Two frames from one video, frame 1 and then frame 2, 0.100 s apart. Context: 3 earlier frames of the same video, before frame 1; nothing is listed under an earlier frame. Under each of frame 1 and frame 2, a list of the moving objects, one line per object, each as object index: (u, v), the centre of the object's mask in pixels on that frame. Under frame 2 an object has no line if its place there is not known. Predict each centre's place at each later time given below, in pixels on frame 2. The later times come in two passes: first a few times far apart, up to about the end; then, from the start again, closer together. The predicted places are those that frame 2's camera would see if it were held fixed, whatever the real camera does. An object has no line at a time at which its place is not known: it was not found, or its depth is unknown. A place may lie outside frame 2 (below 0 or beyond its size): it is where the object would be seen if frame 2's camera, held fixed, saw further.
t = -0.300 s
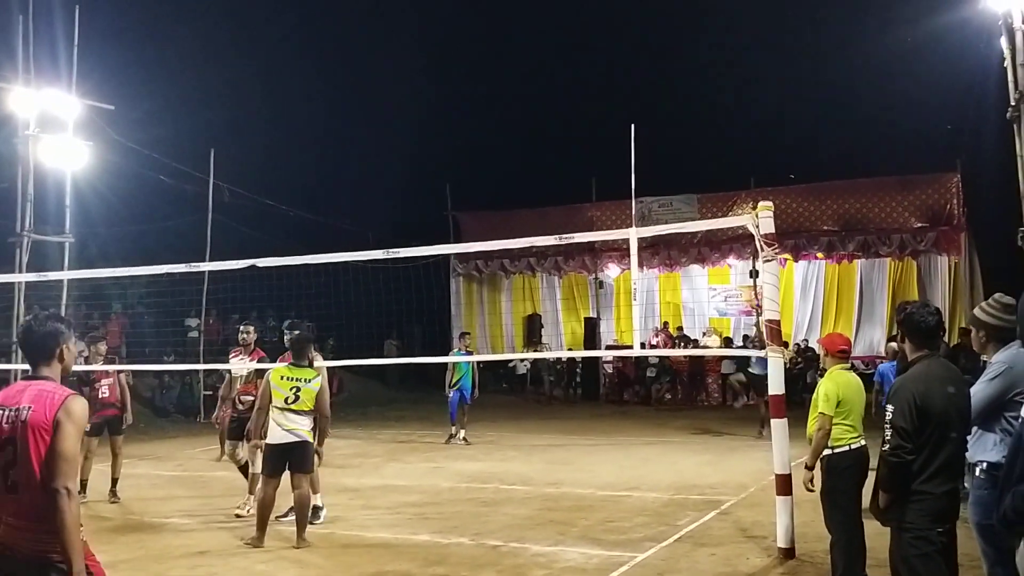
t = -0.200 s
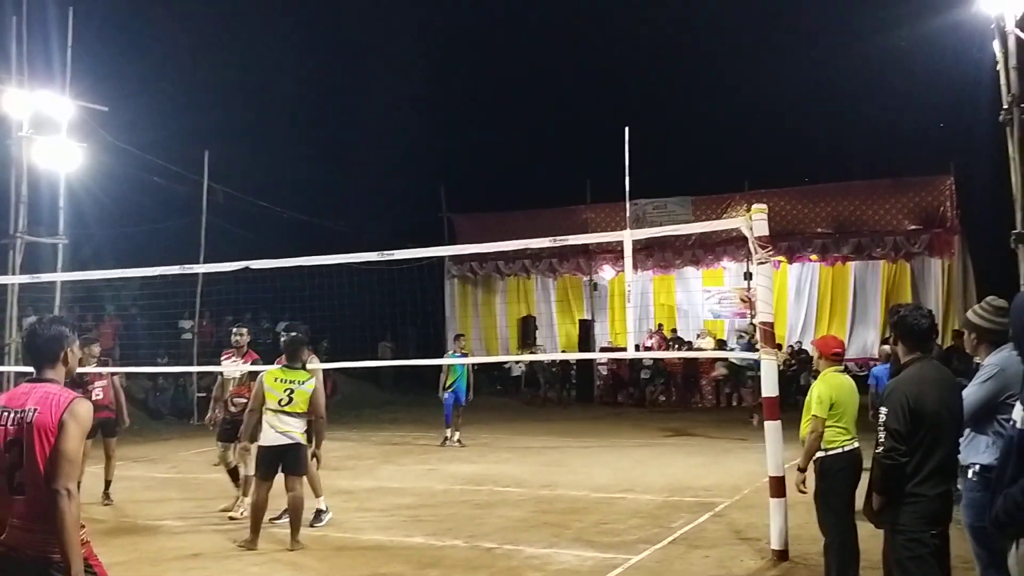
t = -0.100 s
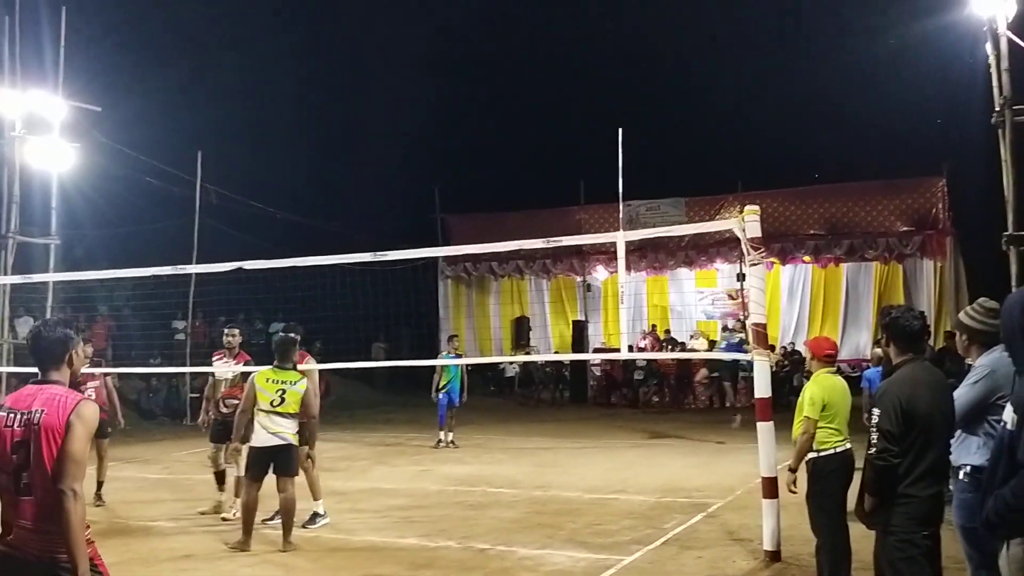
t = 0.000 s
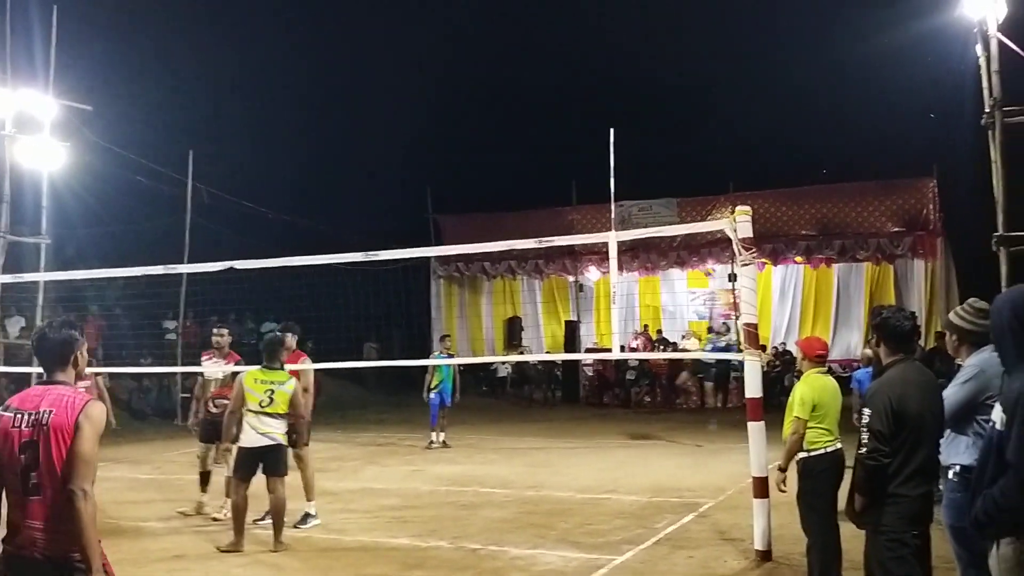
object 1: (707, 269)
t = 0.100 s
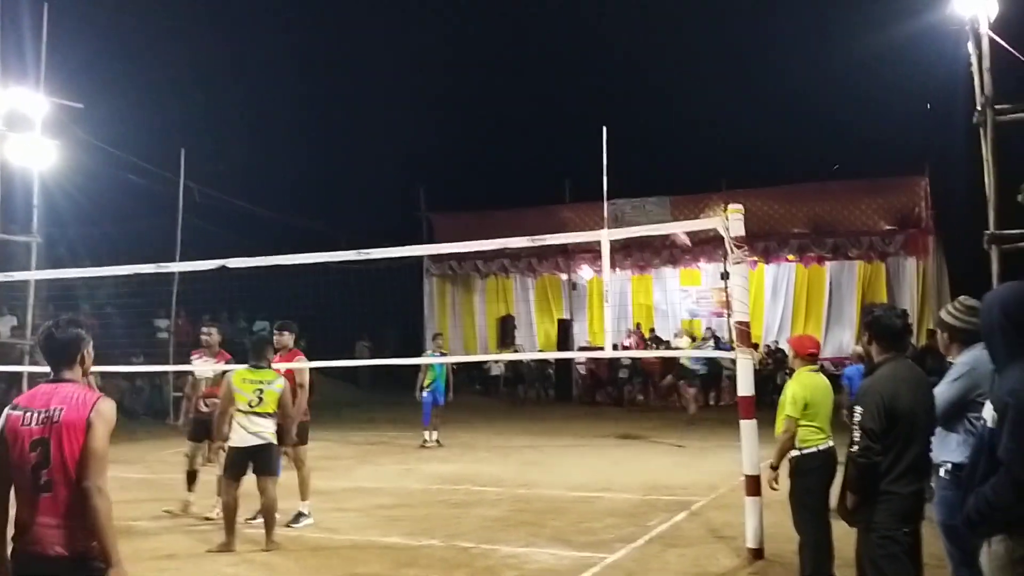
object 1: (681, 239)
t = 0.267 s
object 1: (638, 191)
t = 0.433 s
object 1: (587, 153)
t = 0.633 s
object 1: (517, 132)
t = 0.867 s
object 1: (412, 160)
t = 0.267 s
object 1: (638, 191)
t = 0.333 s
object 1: (618, 174)
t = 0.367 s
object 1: (609, 166)
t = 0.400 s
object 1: (598, 159)
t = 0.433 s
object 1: (587, 153)
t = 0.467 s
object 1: (576, 148)
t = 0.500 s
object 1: (565, 143)
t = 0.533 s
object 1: (553, 139)
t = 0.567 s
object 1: (540, 135)
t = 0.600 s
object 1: (530, 133)
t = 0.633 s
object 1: (517, 132)
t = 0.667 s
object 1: (503, 132)
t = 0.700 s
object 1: (489, 133)
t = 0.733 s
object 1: (475, 135)
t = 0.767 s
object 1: (461, 139)
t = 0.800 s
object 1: (446, 144)
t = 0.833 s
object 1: (430, 150)
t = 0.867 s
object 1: (412, 160)
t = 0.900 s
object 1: (395, 169)
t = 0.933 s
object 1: (378, 181)
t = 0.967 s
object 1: (360, 193)
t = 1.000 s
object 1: (340, 209)
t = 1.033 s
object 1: (320, 226)
